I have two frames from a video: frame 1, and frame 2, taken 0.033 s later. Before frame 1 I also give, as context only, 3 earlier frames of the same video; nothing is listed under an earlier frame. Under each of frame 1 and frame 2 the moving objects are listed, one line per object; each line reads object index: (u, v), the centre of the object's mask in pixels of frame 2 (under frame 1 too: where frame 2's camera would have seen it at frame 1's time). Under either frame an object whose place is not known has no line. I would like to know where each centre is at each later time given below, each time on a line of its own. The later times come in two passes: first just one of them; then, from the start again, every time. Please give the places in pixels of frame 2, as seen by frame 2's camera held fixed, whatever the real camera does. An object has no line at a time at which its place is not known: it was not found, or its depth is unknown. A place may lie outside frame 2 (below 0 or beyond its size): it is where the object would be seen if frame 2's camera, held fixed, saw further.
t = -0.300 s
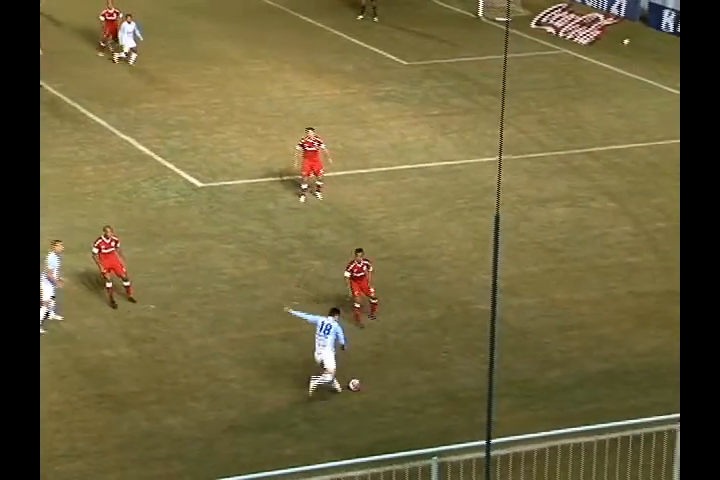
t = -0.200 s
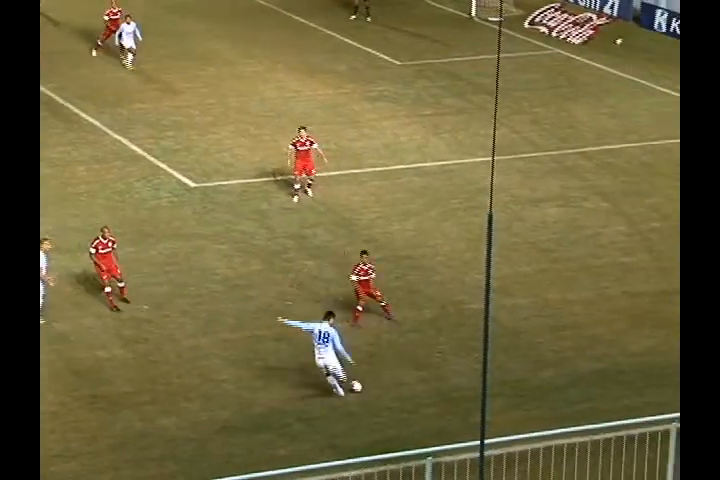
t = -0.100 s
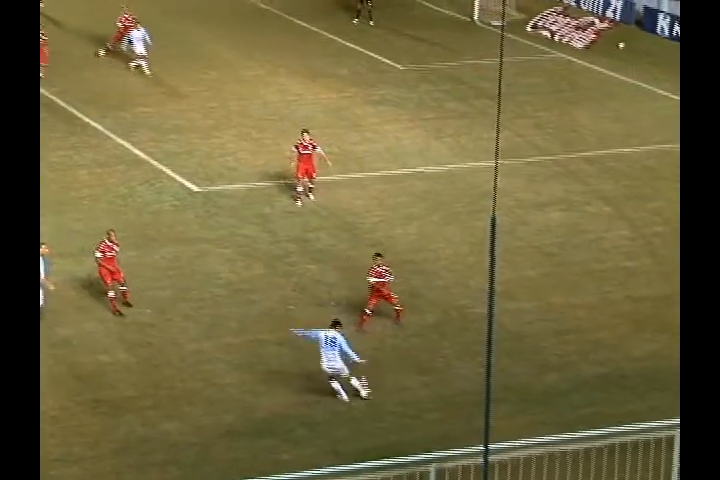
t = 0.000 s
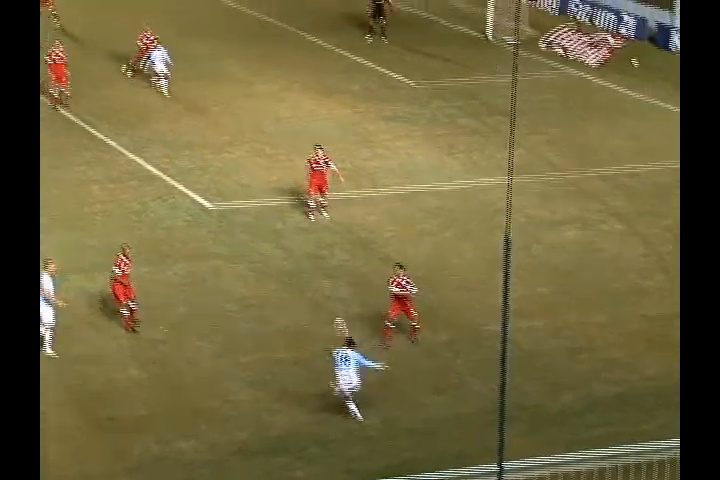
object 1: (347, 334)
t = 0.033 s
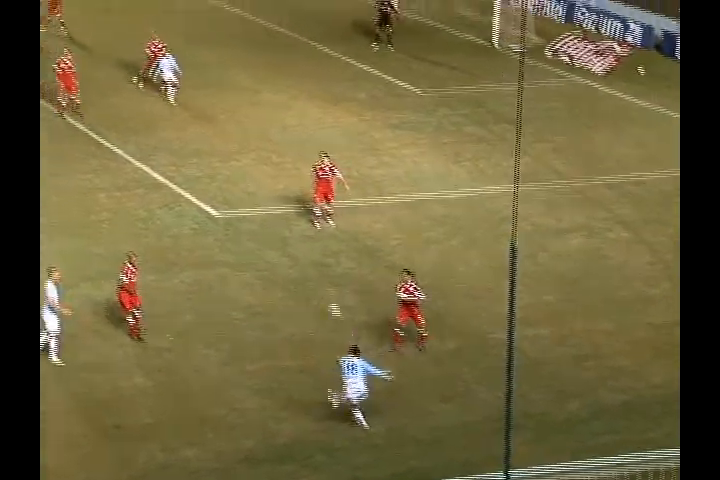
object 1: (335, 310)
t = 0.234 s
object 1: (274, 194)
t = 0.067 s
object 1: (323, 289)
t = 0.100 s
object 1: (313, 269)
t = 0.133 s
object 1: (301, 248)
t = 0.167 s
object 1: (292, 228)
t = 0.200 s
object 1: (283, 210)
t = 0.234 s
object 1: (274, 194)
